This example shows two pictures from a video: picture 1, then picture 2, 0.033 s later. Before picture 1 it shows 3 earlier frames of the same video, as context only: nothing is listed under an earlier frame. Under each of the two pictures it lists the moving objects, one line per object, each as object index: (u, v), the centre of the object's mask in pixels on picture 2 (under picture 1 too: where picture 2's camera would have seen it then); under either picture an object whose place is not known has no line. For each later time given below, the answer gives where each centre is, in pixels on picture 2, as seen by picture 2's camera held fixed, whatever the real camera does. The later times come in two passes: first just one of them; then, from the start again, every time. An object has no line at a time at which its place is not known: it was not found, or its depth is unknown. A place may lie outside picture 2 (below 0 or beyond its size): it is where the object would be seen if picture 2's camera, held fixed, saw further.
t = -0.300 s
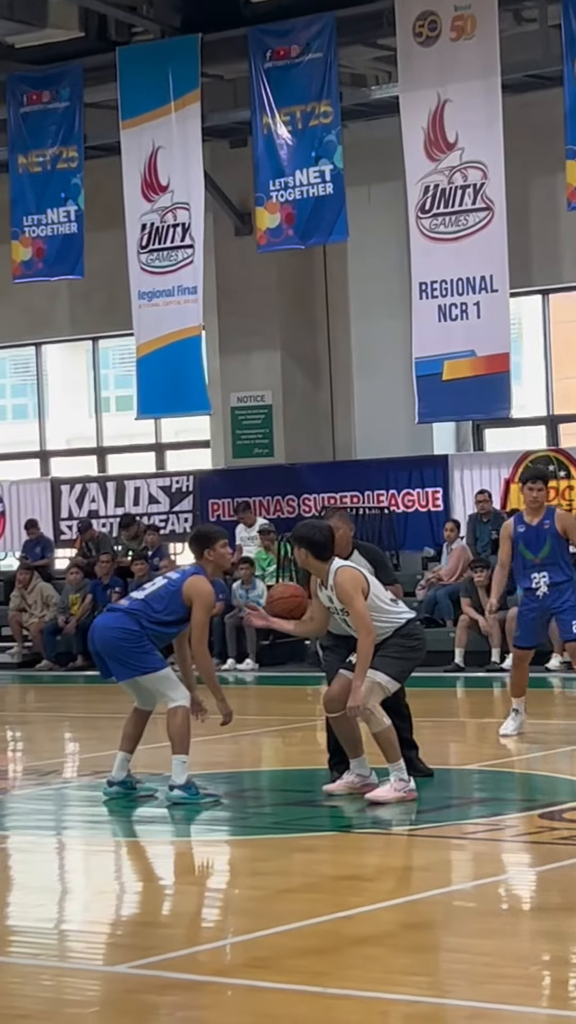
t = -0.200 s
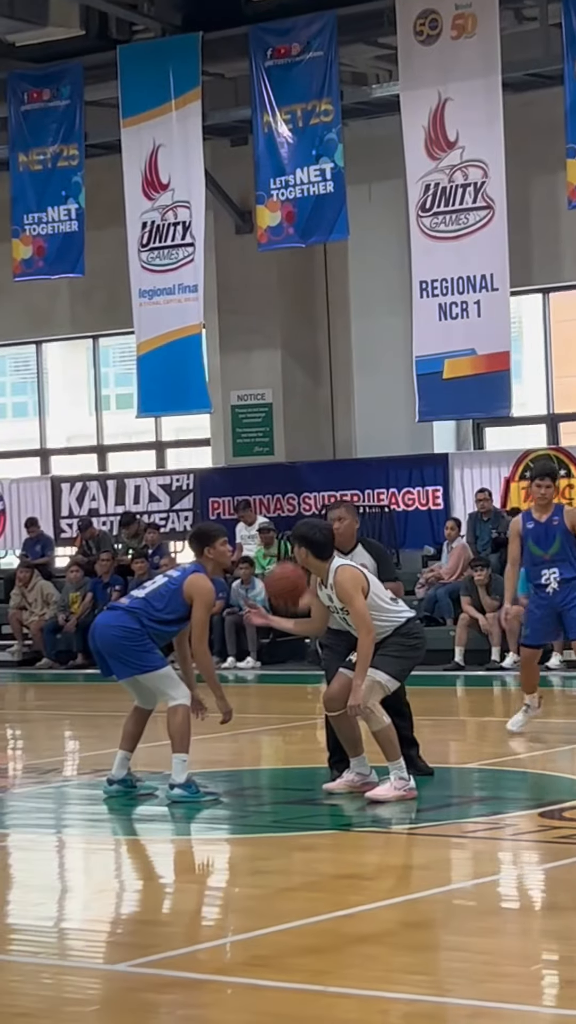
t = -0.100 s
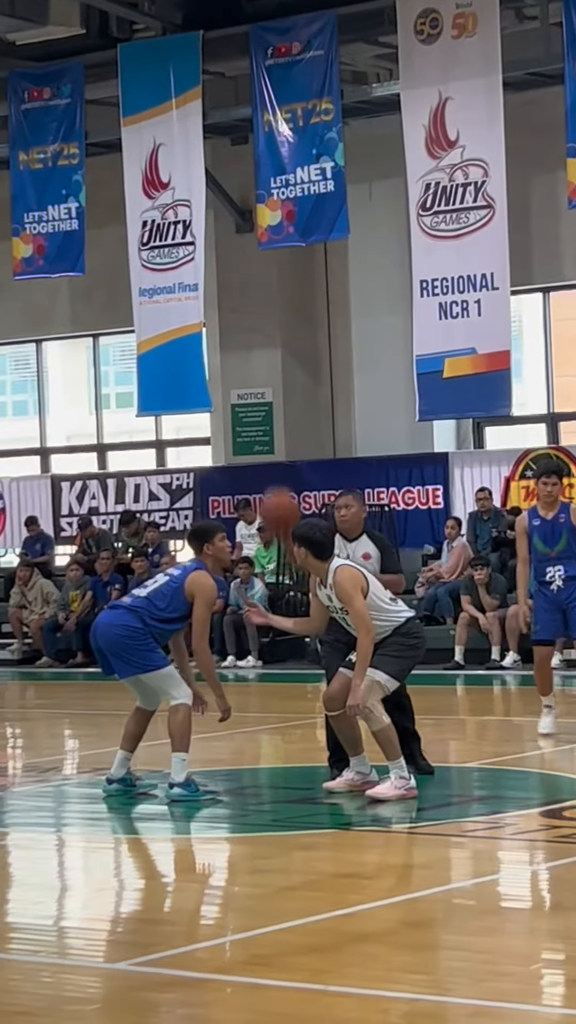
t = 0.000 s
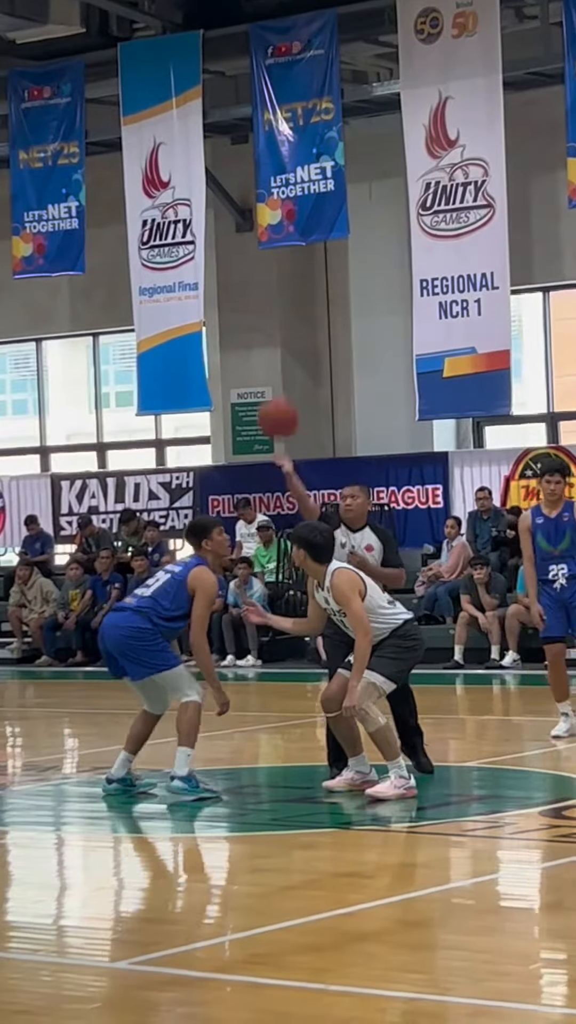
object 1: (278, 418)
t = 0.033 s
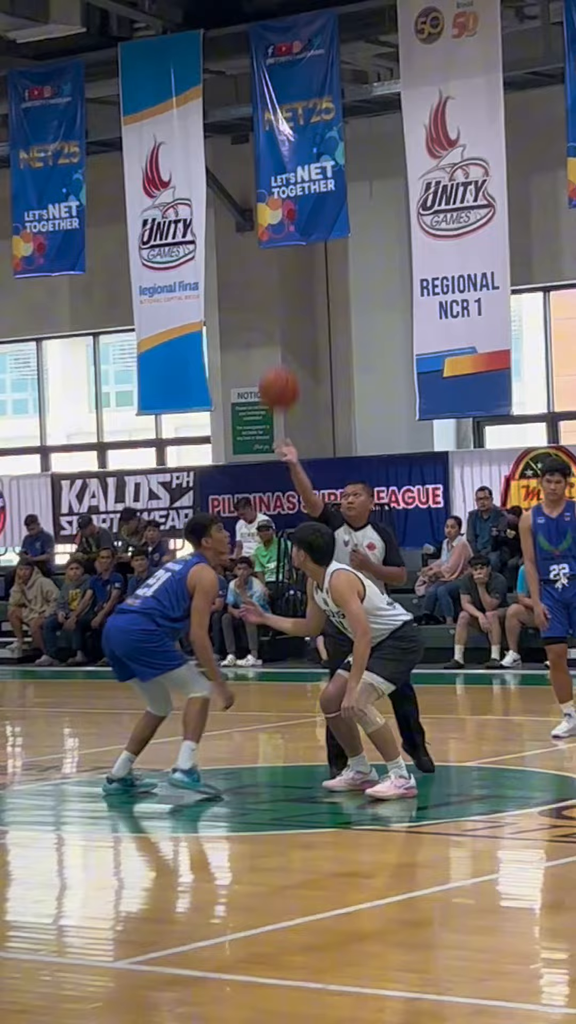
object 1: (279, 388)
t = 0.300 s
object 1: (283, 237)
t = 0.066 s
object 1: (279, 363)
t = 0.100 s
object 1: (279, 339)
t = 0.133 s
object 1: (280, 318)
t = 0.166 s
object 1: (281, 297)
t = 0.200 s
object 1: (281, 279)
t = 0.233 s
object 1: (282, 264)
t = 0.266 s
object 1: (282, 249)
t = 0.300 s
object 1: (283, 237)
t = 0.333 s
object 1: (285, 226)
